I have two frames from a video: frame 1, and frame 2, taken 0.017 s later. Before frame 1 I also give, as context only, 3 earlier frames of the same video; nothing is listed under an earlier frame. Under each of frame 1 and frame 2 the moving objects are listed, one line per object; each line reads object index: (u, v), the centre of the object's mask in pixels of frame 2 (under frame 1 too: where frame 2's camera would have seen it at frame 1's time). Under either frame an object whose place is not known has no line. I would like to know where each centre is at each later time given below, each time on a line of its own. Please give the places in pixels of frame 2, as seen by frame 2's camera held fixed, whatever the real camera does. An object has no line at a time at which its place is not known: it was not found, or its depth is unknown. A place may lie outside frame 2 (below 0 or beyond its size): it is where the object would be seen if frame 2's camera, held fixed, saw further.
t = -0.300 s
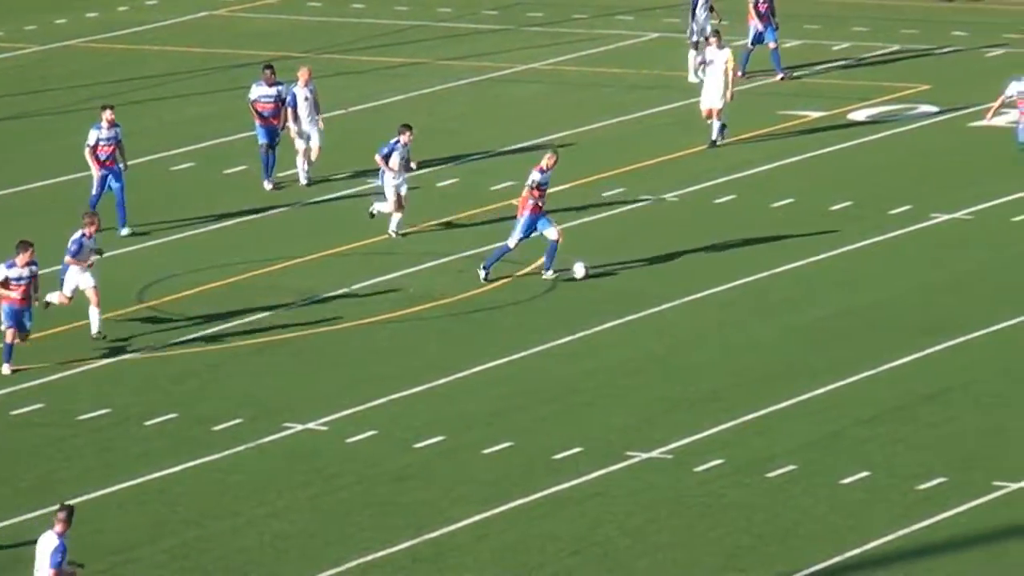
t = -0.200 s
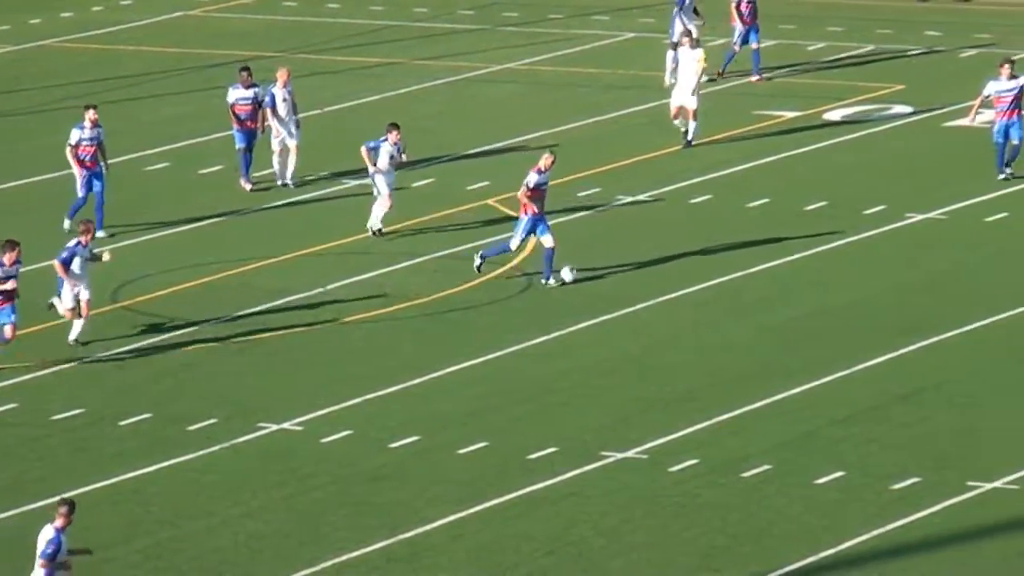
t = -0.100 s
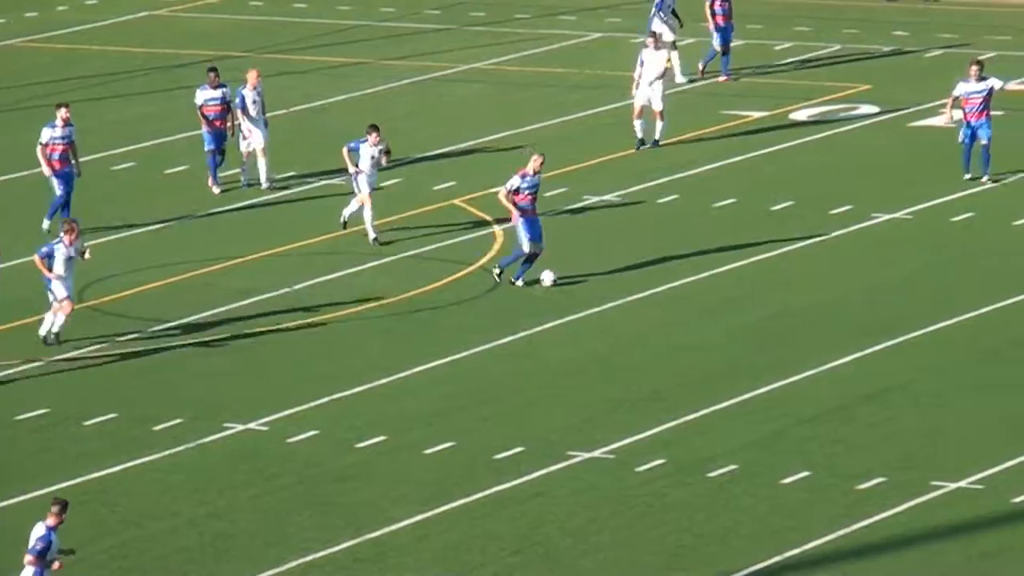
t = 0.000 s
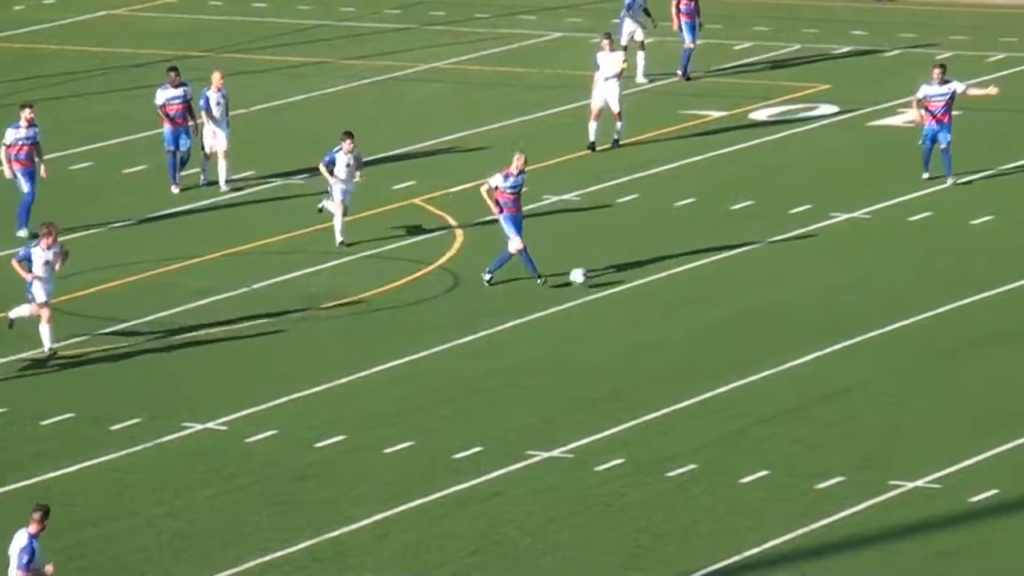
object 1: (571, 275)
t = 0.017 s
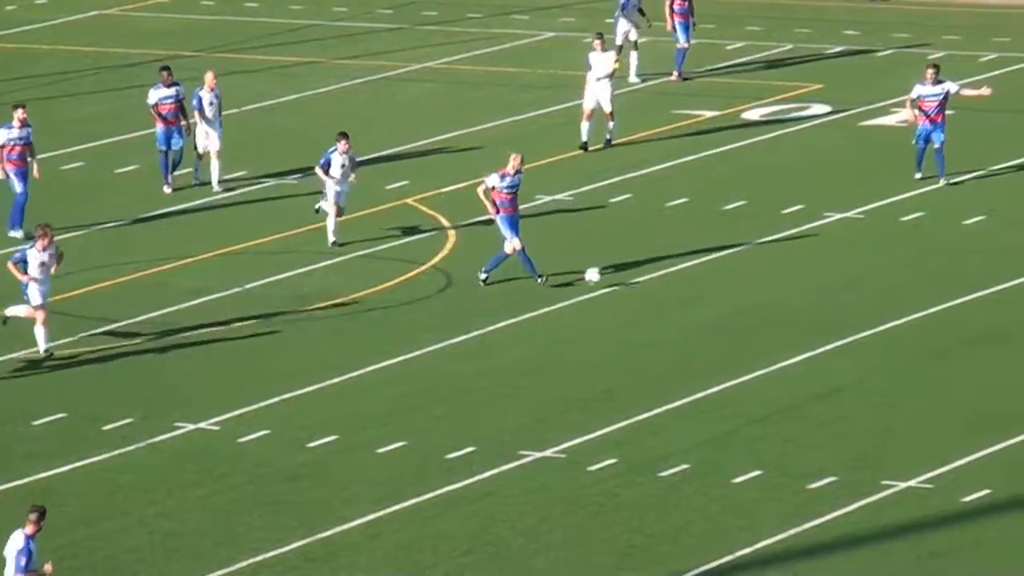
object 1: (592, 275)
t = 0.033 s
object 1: (615, 274)
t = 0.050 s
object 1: (637, 274)
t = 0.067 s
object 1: (659, 274)
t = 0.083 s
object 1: (682, 274)
